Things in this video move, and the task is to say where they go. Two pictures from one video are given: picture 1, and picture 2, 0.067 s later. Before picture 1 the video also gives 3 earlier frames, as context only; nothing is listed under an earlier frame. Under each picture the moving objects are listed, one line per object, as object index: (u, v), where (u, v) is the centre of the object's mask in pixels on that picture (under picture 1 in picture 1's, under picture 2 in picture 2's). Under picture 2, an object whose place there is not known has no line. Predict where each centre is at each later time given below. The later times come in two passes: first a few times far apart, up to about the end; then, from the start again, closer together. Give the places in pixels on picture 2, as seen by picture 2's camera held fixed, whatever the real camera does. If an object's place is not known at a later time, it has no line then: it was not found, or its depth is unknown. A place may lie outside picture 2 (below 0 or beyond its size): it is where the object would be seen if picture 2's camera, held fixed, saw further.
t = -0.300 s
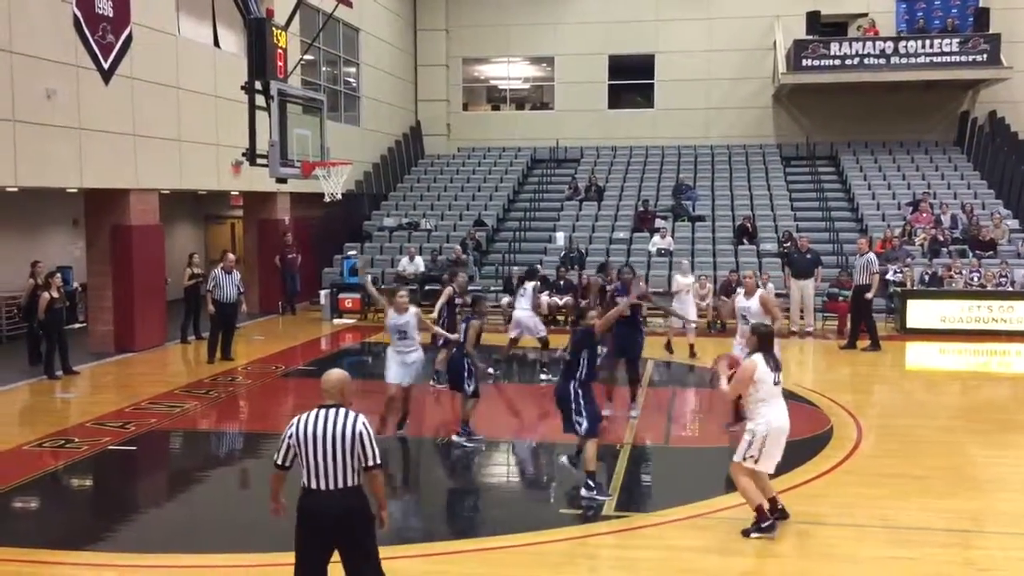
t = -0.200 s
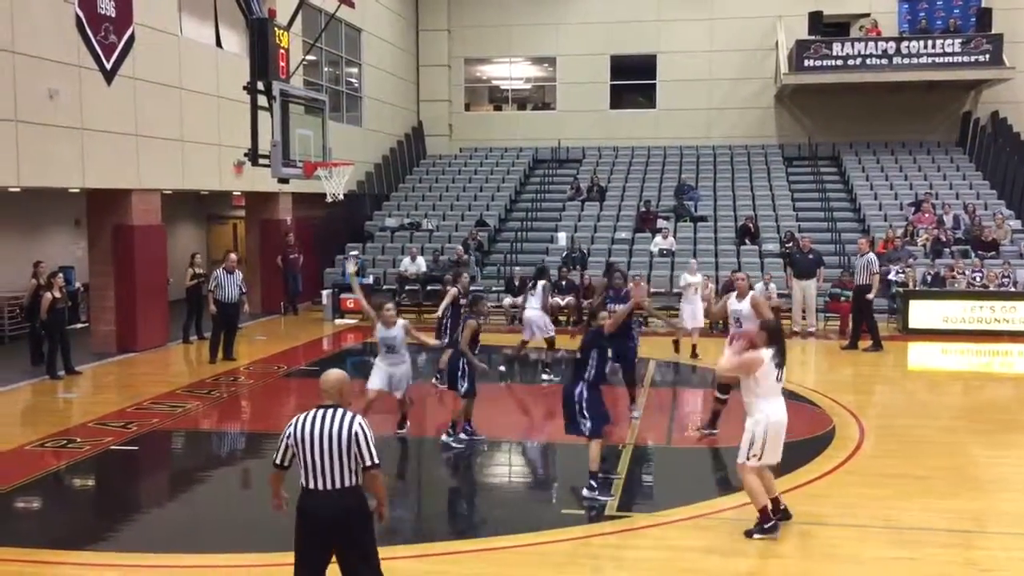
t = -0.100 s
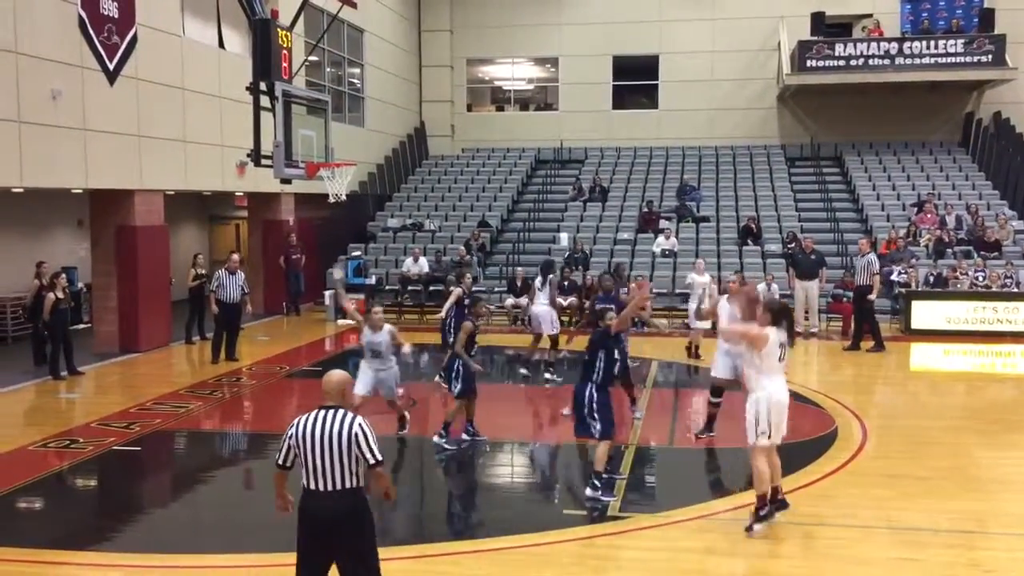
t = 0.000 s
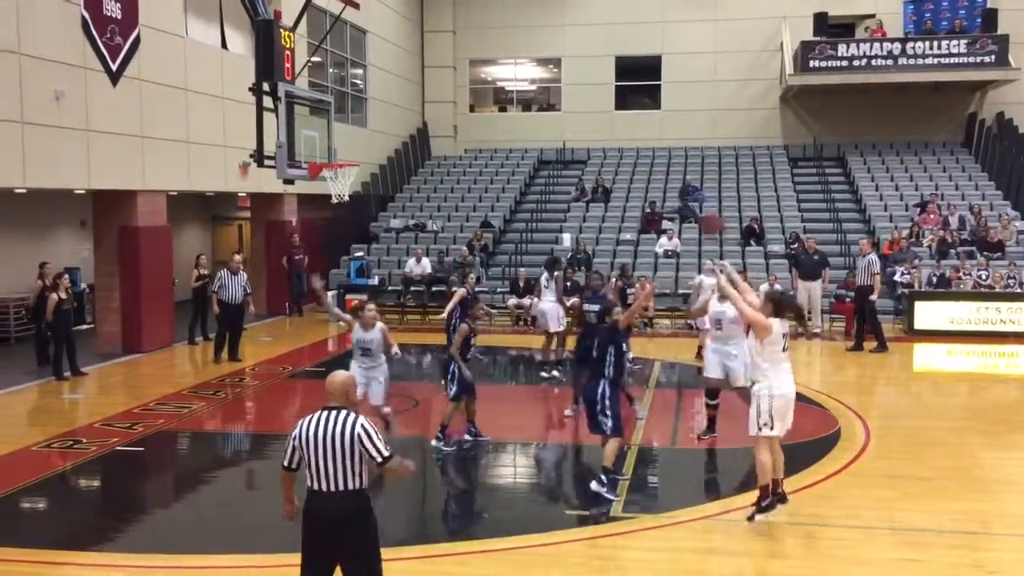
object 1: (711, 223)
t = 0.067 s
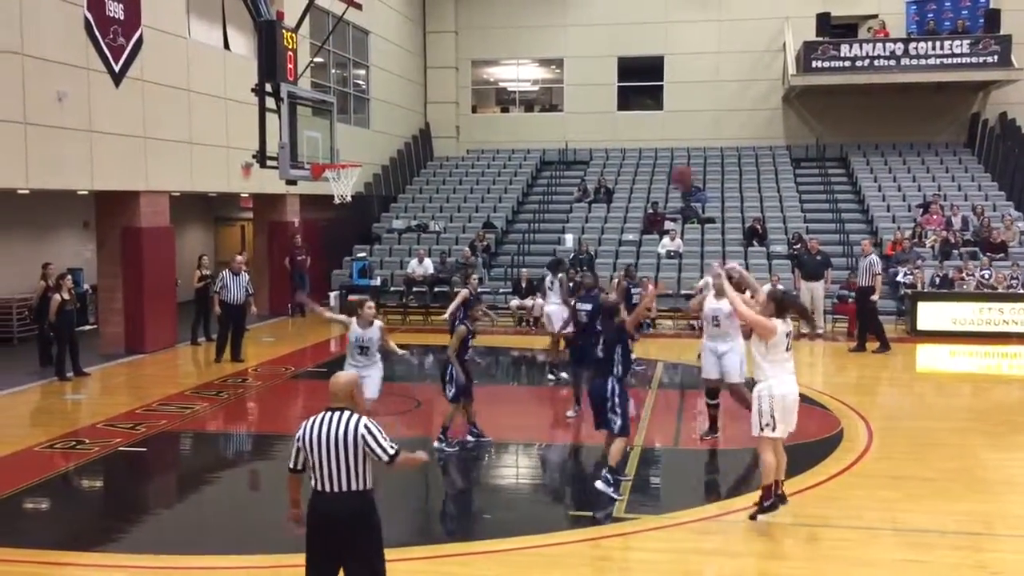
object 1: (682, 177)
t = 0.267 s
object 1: (598, 75)
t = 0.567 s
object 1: (495, 24)
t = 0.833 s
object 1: (427, 54)
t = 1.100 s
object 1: (369, 132)
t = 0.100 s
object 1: (667, 155)
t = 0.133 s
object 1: (652, 135)
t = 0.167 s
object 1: (638, 116)
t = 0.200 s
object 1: (624, 101)
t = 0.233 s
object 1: (610, 87)
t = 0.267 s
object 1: (598, 75)
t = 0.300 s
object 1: (585, 64)
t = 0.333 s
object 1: (574, 54)
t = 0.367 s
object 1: (562, 46)
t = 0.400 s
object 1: (551, 39)
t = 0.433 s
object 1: (538, 34)
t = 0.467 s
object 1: (527, 30)
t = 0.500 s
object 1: (516, 27)
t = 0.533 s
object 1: (506, 25)
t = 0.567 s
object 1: (495, 24)
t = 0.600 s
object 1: (486, 25)
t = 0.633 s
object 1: (476, 25)
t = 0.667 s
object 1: (466, 28)
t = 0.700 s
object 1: (458, 31)
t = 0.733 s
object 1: (448, 34)
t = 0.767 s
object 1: (443, 41)
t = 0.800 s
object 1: (435, 46)
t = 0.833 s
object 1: (427, 54)
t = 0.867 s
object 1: (419, 60)
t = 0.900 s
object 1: (412, 68)
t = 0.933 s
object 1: (404, 76)
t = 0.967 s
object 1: (396, 86)
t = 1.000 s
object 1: (389, 96)
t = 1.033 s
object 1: (382, 107)
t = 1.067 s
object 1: (374, 118)
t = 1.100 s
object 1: (369, 132)
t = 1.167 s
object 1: (354, 156)
